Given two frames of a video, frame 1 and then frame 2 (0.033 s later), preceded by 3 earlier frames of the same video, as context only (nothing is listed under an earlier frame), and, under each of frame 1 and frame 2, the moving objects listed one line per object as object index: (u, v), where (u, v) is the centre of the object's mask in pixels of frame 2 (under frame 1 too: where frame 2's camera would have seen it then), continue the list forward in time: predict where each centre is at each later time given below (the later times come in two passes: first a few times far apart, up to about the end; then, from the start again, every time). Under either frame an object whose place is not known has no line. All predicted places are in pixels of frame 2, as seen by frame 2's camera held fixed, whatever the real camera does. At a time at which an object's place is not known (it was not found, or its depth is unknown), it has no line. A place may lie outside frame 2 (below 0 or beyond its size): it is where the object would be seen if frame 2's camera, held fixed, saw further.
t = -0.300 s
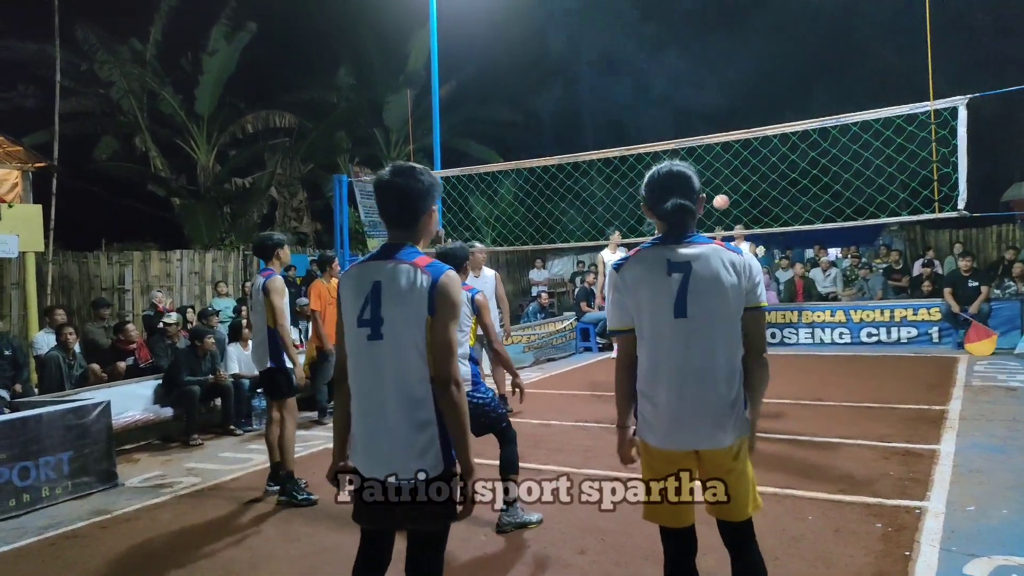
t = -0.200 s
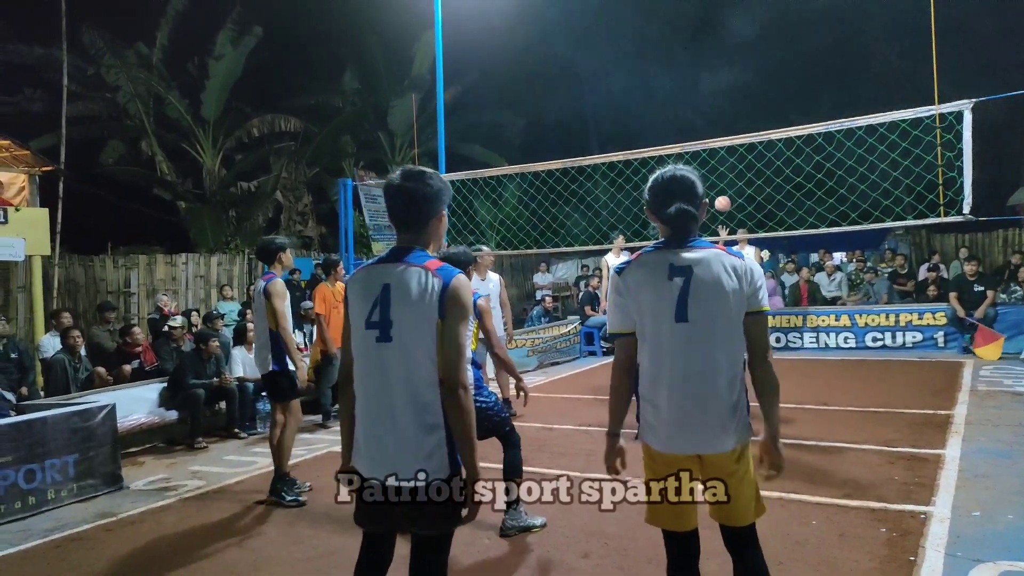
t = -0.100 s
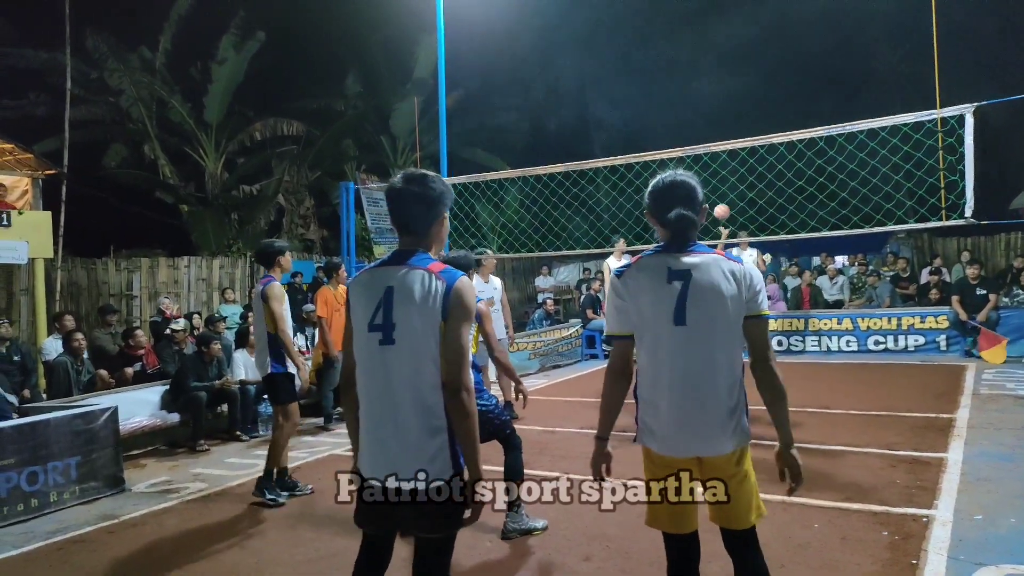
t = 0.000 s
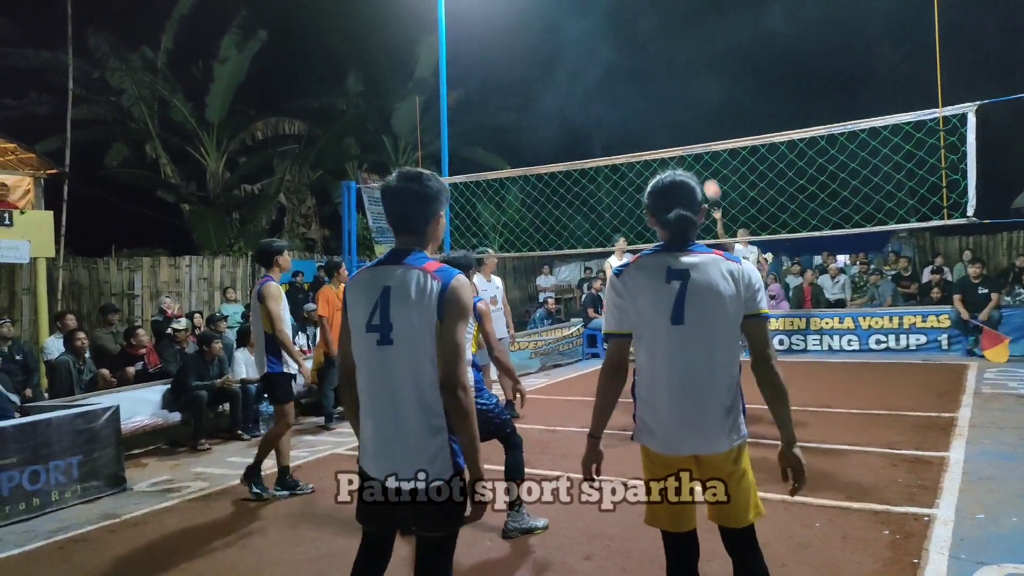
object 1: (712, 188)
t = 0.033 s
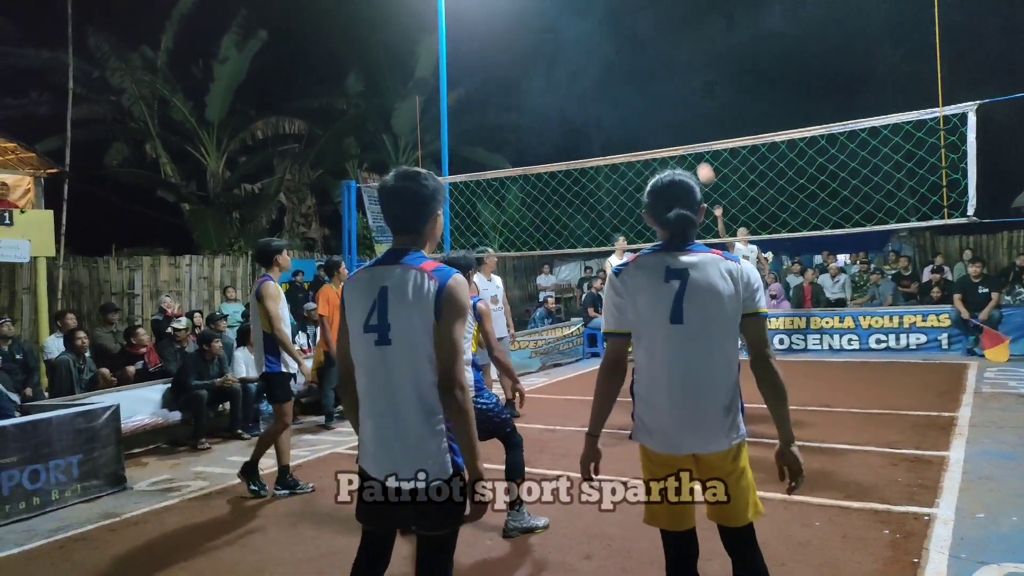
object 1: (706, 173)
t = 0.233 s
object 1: (664, 93)
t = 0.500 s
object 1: (603, 28)
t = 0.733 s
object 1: (540, 22)
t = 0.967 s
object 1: (469, 80)
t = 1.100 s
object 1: (425, 149)
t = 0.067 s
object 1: (699, 160)
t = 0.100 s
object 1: (691, 140)
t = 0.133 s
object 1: (685, 129)
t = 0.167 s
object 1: (678, 117)
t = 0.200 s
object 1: (671, 105)
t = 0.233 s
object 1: (664, 93)
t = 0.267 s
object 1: (657, 82)
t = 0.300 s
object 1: (649, 71)
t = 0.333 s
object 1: (642, 62)
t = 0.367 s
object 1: (634, 54)
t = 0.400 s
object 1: (627, 46)
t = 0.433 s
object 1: (619, 39)
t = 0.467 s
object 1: (611, 33)
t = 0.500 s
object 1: (603, 28)
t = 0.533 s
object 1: (594, 24)
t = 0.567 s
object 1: (586, 21)
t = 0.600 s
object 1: (577, 18)
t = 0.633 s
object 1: (568, 18)
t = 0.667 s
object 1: (559, 18)
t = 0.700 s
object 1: (550, 19)
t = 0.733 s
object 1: (540, 22)
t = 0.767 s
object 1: (530, 26)
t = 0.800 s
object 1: (521, 31)
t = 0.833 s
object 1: (511, 38)
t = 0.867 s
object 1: (500, 46)
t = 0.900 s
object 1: (490, 56)
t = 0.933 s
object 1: (479, 67)
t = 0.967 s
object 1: (469, 80)
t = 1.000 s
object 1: (459, 95)
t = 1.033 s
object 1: (448, 111)
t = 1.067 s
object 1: (436, 130)
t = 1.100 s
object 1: (425, 149)
